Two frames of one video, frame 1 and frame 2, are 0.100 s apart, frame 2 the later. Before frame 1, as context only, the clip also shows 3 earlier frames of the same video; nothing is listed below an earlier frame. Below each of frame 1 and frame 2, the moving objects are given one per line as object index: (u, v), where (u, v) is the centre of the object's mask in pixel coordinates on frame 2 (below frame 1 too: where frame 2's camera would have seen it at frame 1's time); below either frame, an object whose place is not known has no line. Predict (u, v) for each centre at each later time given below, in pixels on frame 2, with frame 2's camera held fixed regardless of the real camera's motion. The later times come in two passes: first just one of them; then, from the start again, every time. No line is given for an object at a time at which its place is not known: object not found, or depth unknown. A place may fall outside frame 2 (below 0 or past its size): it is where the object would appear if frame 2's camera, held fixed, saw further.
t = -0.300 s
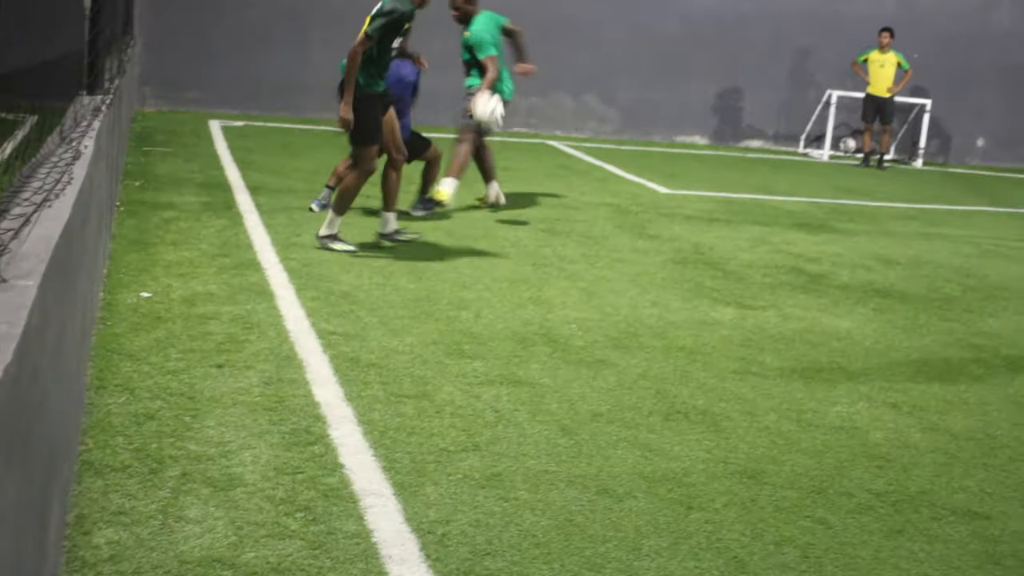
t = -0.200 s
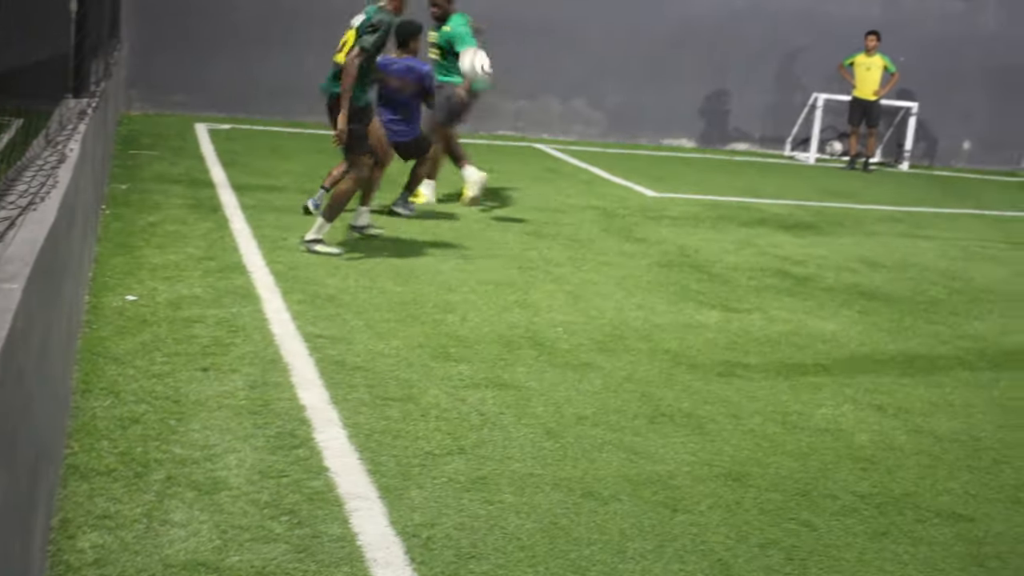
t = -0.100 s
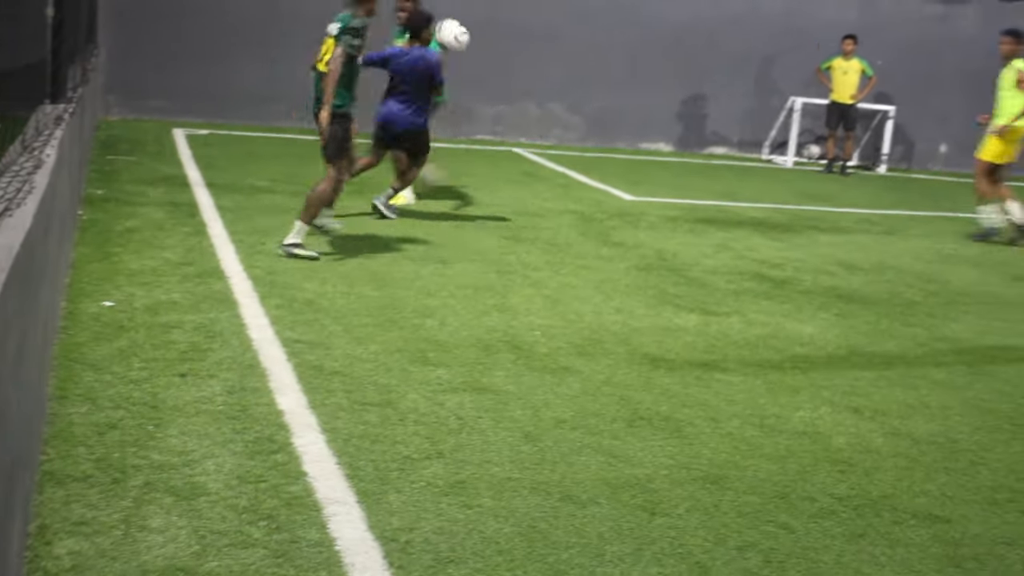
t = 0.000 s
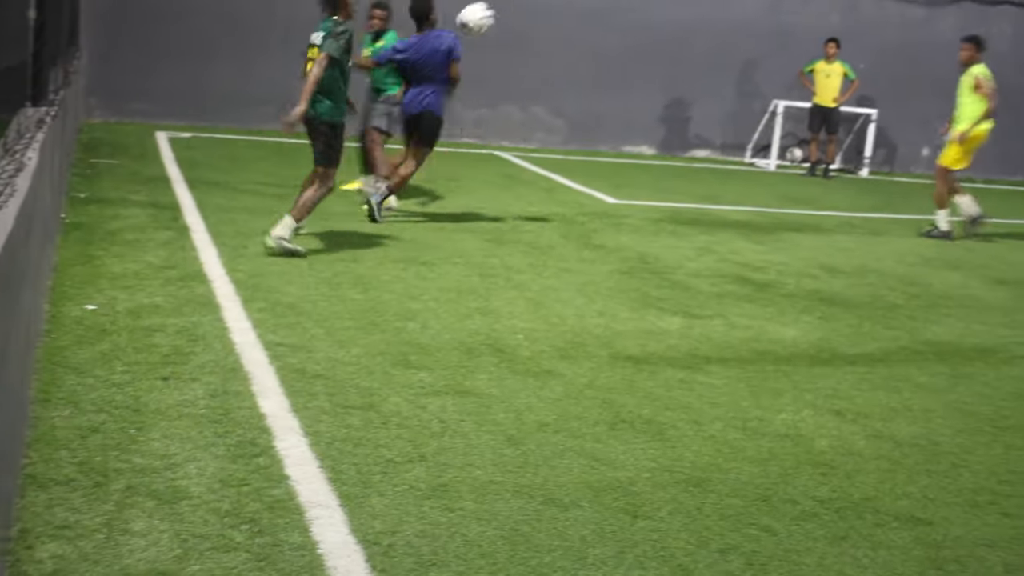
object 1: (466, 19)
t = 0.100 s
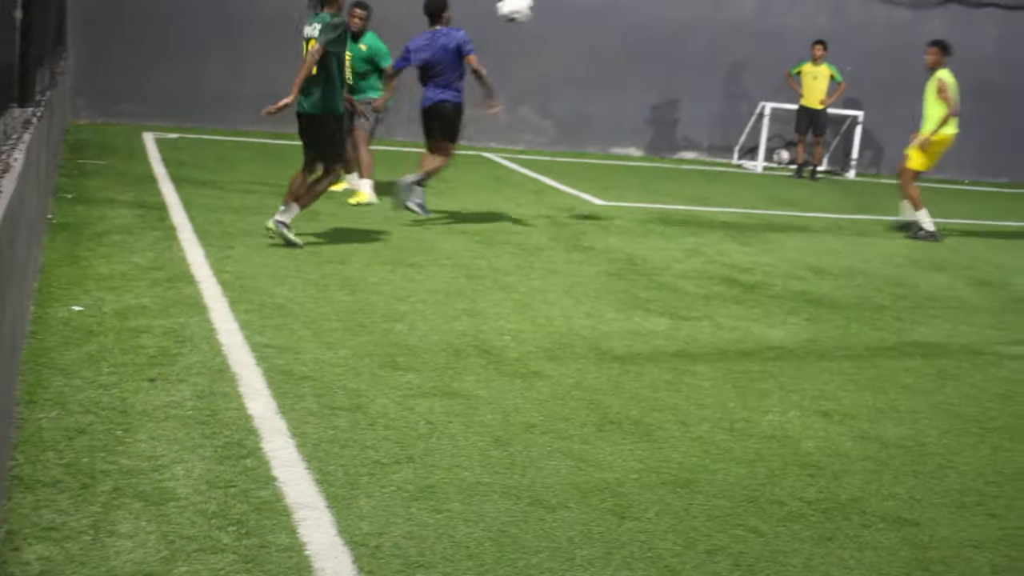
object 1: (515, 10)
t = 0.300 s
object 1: (599, 24)
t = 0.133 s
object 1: (530, 9)
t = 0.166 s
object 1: (545, 8)
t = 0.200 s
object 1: (560, 10)
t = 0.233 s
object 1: (574, 12)
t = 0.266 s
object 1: (588, 18)
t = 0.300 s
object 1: (599, 24)
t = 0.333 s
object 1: (612, 32)
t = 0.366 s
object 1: (621, 43)
